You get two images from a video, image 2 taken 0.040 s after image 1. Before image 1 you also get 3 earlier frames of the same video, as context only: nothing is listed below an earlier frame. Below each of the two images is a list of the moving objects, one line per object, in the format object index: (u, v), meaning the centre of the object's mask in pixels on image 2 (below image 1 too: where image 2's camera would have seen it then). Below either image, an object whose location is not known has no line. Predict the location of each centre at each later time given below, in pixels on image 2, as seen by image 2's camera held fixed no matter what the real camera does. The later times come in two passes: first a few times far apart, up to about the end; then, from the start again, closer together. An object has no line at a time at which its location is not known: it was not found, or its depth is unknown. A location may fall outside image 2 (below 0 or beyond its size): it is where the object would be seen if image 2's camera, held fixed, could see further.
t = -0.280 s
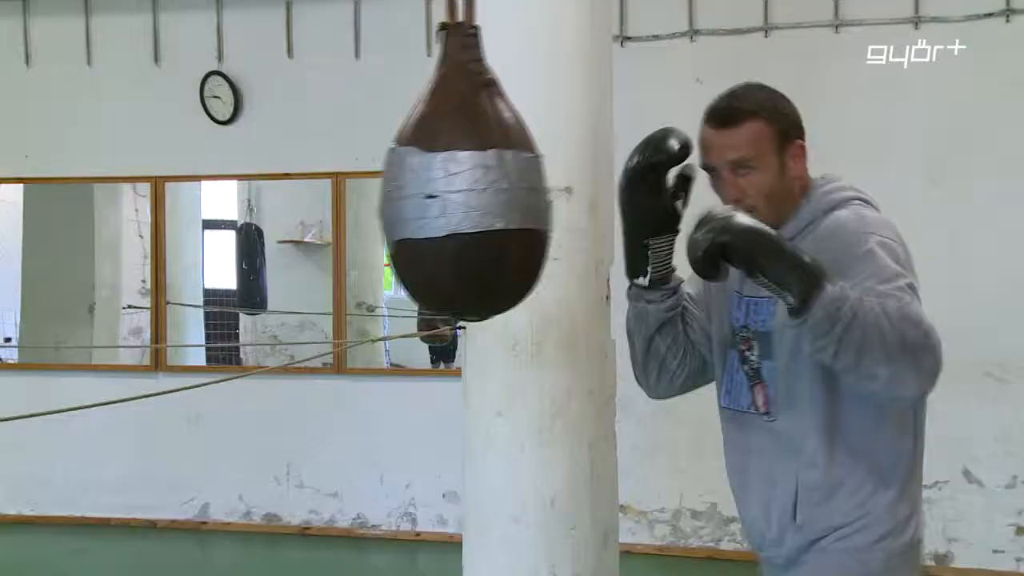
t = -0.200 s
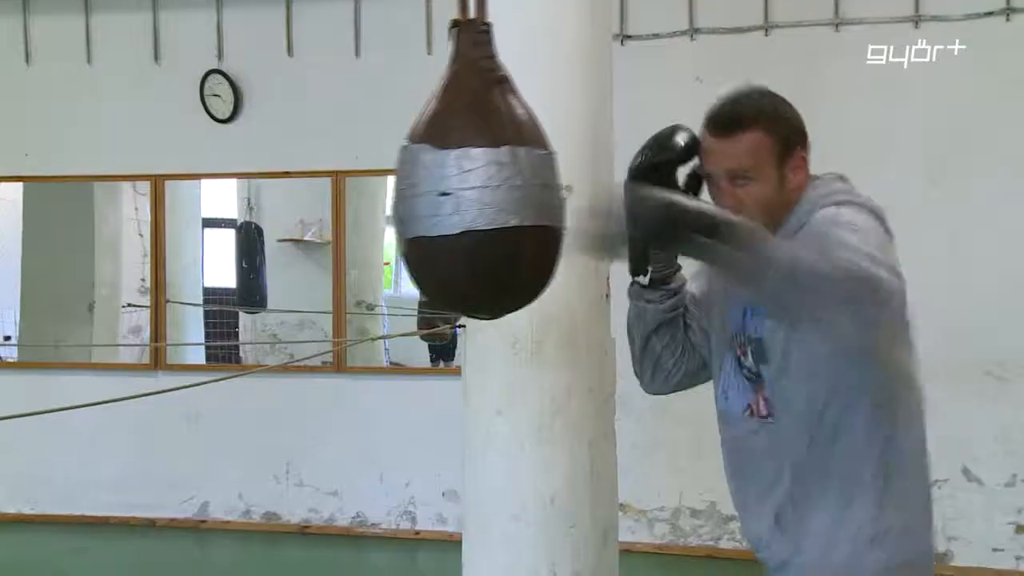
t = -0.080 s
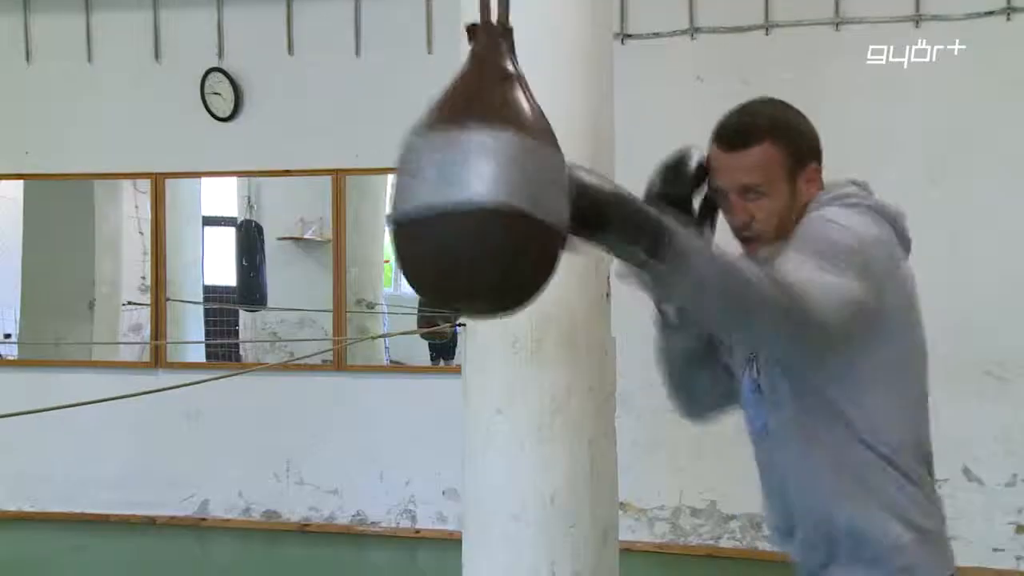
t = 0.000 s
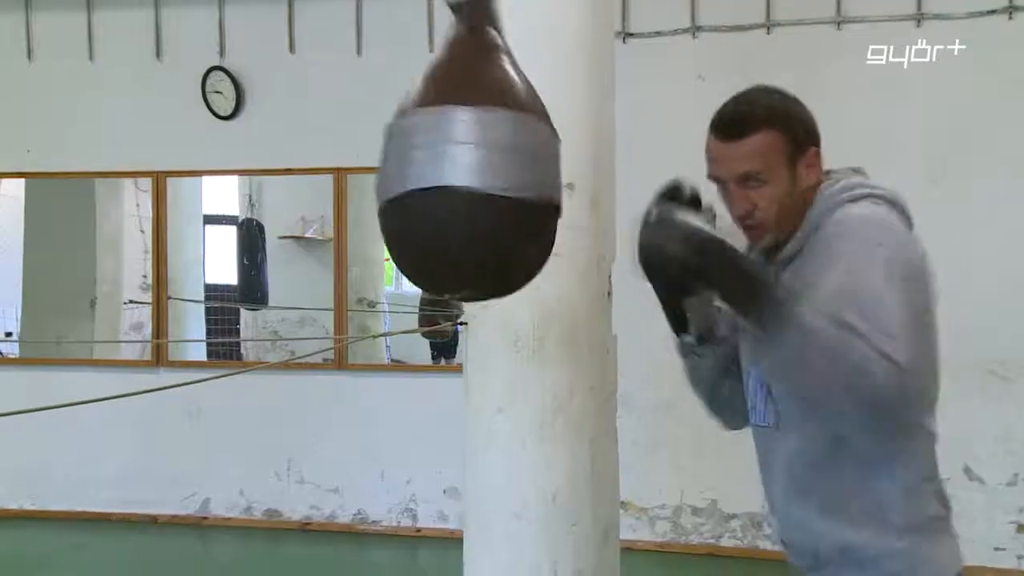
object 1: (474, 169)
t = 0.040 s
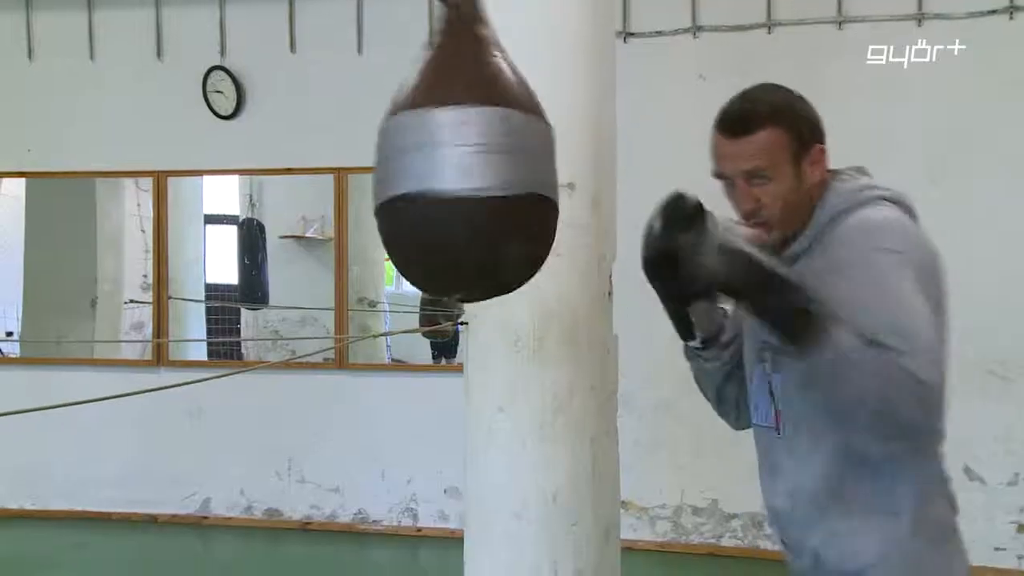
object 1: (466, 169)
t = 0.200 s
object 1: (433, 159)
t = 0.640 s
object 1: (371, 153)
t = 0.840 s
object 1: (365, 168)
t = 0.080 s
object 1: (459, 167)
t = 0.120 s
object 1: (451, 166)
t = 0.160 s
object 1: (441, 164)
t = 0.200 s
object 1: (433, 159)
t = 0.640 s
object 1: (371, 153)
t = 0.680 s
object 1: (368, 154)
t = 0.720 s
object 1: (365, 155)
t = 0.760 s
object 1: (365, 159)
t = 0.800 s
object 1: (363, 164)
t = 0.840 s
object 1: (365, 168)
